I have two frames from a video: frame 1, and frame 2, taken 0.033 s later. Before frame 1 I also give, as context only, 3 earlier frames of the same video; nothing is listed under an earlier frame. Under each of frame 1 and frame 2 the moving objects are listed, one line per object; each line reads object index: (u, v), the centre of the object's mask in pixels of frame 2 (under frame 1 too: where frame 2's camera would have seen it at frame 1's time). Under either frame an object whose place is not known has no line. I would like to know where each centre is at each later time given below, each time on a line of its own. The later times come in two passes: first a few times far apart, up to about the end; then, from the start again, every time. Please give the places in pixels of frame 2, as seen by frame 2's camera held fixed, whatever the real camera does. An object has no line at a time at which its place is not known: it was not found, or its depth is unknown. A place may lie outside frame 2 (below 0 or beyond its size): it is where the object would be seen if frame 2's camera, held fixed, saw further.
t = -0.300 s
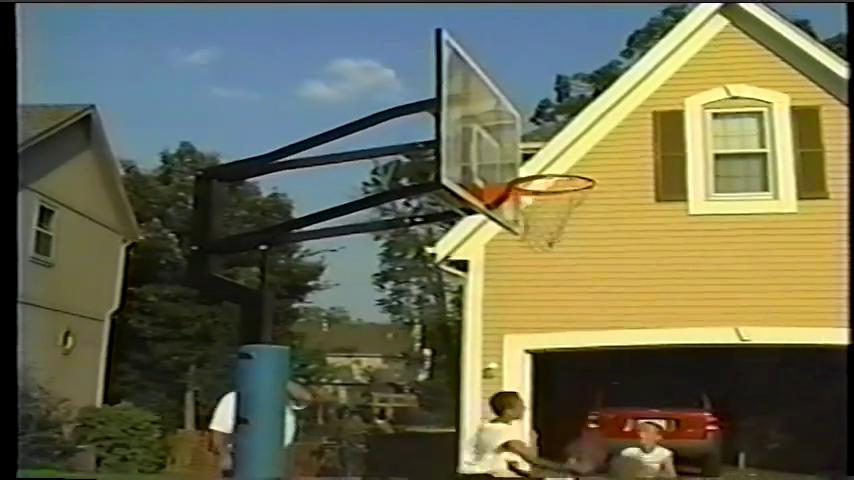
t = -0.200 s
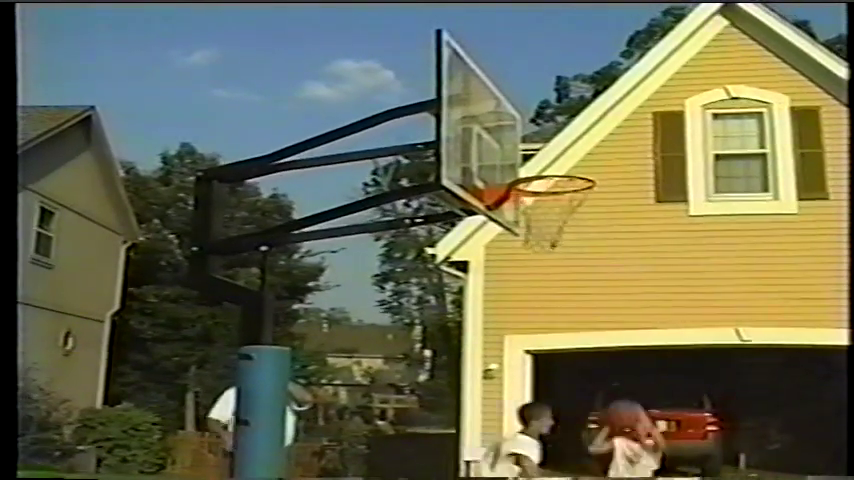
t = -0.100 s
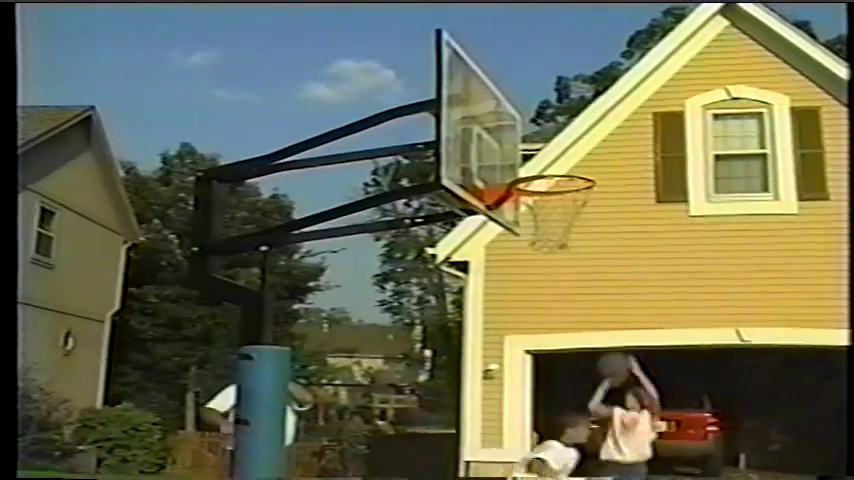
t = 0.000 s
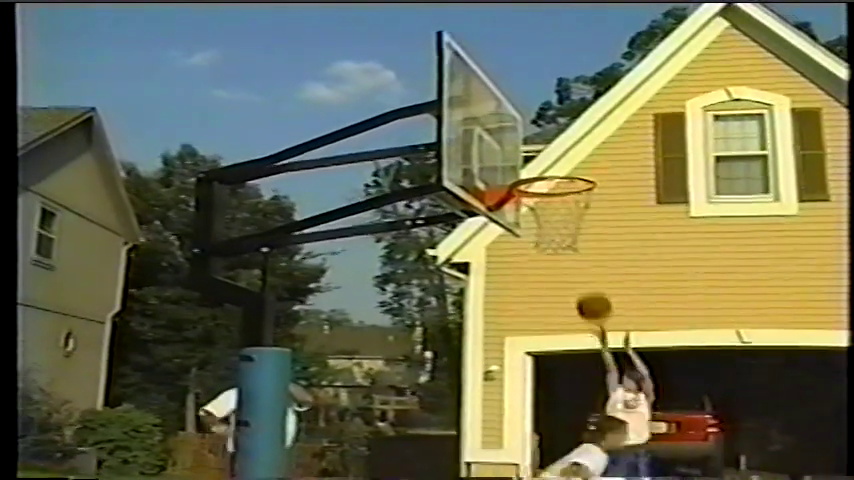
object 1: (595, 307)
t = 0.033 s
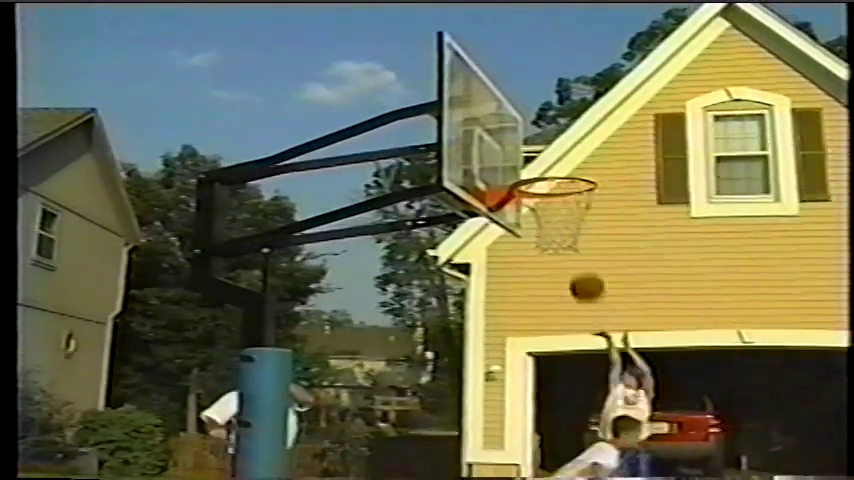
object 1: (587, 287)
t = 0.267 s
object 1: (524, 179)
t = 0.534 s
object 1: (564, 164)
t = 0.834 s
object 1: (536, 203)
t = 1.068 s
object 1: (554, 278)
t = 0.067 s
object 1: (578, 269)
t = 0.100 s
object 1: (570, 253)
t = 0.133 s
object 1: (561, 236)
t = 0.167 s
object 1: (551, 220)
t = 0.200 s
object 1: (543, 207)
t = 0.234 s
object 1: (538, 193)
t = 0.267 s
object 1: (524, 179)
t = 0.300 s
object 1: (527, 174)
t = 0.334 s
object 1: (532, 169)
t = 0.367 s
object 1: (537, 164)
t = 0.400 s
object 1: (542, 162)
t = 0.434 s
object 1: (547, 161)
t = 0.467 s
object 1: (553, 161)
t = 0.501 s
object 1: (558, 162)
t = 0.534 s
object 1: (564, 164)
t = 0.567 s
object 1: (570, 168)
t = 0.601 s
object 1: (576, 174)
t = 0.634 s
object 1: (574, 177)
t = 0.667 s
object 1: (564, 178)
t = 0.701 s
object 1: (554, 181)
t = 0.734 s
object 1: (545, 185)
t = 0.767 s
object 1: (534, 195)
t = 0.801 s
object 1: (534, 197)
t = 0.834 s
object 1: (536, 203)
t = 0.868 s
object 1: (538, 210)
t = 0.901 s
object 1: (540, 220)
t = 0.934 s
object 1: (543, 229)
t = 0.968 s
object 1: (546, 238)
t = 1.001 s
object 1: (548, 251)
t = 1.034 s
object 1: (551, 263)
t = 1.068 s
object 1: (554, 278)
